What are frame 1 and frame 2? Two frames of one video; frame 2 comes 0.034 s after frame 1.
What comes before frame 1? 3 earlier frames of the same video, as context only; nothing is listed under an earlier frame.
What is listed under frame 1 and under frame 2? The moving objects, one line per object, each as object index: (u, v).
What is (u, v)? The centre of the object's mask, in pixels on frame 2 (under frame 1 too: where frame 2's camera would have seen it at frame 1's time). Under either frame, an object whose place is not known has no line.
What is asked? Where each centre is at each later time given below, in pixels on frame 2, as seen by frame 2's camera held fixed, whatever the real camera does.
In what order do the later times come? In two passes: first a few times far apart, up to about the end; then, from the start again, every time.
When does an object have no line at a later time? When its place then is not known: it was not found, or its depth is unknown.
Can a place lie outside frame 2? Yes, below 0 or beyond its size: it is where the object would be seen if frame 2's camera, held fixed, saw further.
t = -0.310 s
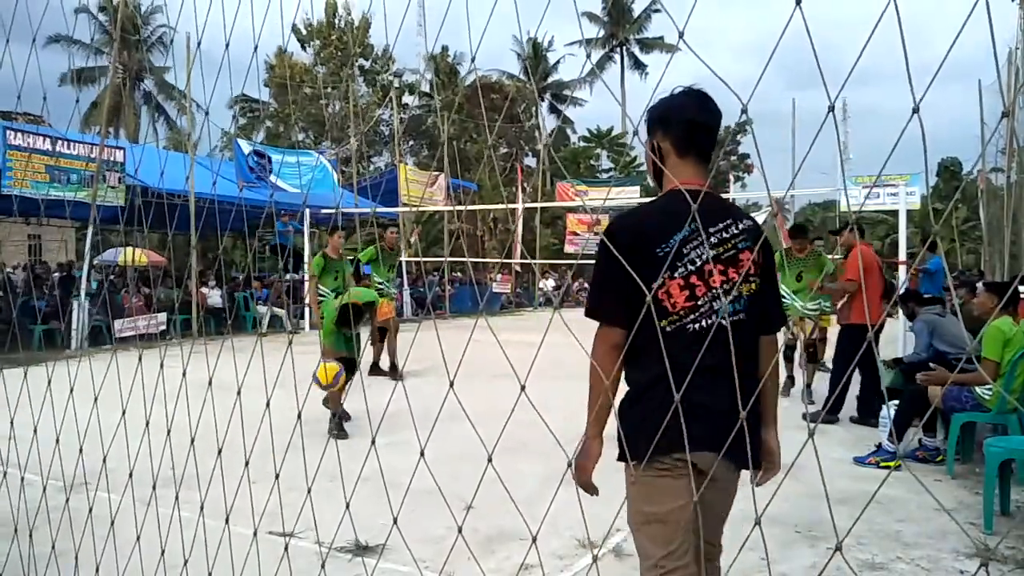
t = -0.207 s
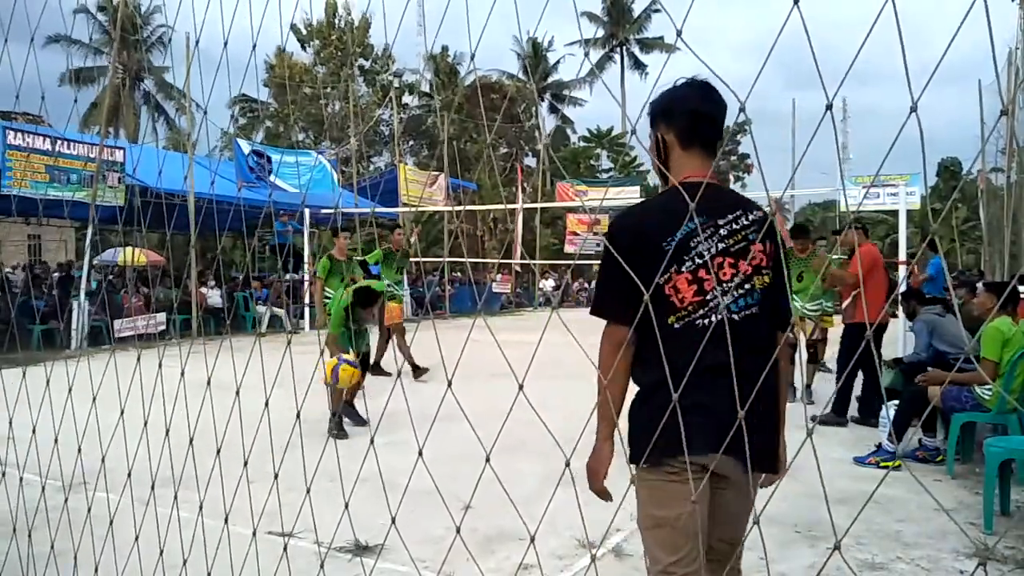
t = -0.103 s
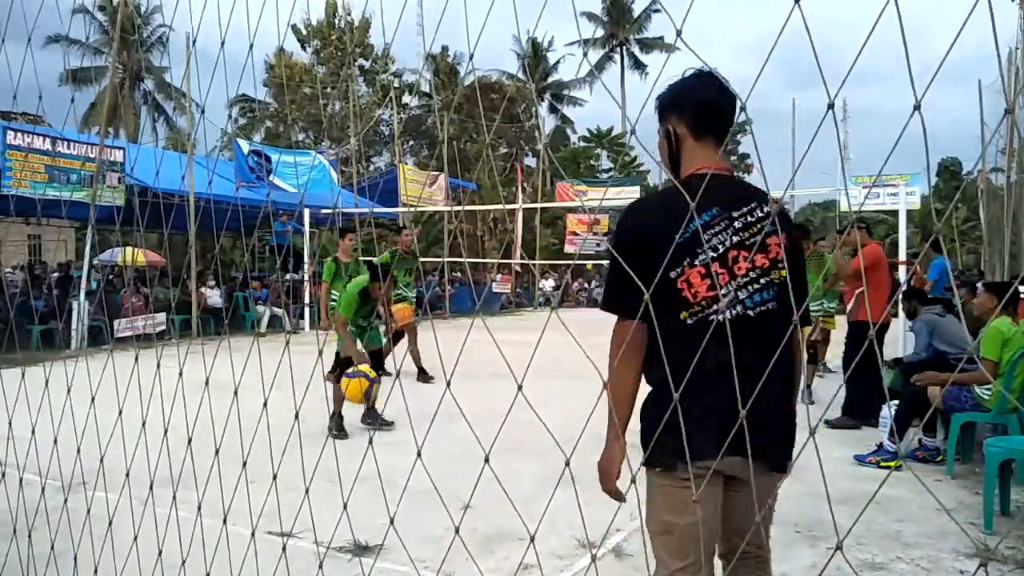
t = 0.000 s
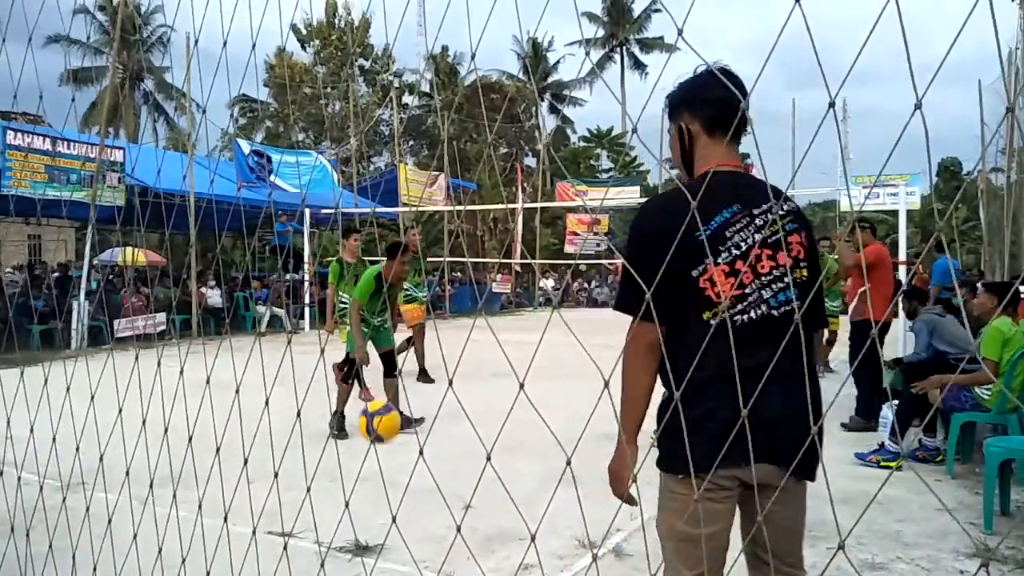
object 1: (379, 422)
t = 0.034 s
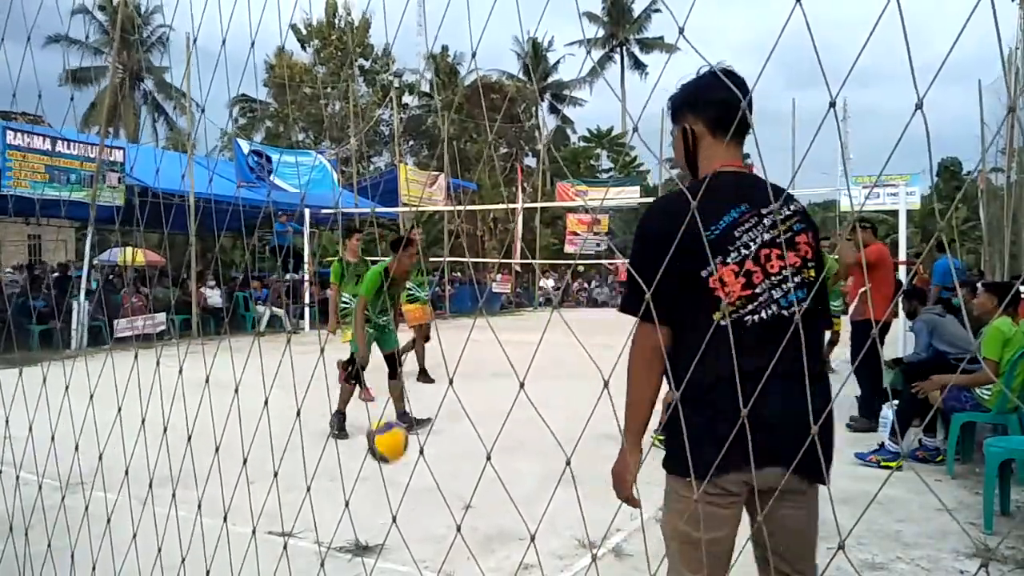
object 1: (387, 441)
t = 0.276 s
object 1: (441, 489)
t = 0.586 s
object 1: (520, 461)
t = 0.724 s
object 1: (567, 544)
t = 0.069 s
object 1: (394, 466)
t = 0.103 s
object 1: (402, 493)
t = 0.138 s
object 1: (413, 526)
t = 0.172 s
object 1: (420, 545)
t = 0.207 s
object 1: (426, 523)
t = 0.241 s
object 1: (434, 504)
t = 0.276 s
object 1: (441, 489)
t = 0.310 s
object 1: (448, 474)
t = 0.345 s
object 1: (456, 462)
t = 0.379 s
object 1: (464, 454)
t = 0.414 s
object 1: (473, 447)
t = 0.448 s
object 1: (481, 444)
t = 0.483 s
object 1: (490, 443)
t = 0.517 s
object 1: (500, 446)
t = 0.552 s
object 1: (510, 452)
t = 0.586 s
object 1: (520, 461)
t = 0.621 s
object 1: (531, 475)
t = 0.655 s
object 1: (543, 494)
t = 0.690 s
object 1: (556, 518)
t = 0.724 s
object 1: (567, 544)
